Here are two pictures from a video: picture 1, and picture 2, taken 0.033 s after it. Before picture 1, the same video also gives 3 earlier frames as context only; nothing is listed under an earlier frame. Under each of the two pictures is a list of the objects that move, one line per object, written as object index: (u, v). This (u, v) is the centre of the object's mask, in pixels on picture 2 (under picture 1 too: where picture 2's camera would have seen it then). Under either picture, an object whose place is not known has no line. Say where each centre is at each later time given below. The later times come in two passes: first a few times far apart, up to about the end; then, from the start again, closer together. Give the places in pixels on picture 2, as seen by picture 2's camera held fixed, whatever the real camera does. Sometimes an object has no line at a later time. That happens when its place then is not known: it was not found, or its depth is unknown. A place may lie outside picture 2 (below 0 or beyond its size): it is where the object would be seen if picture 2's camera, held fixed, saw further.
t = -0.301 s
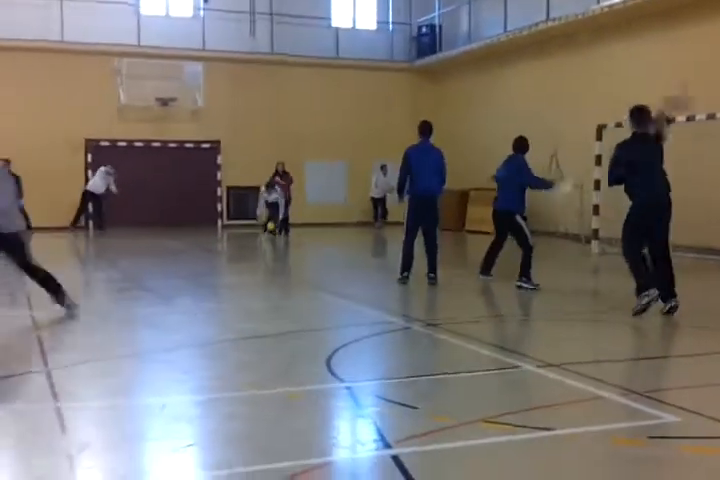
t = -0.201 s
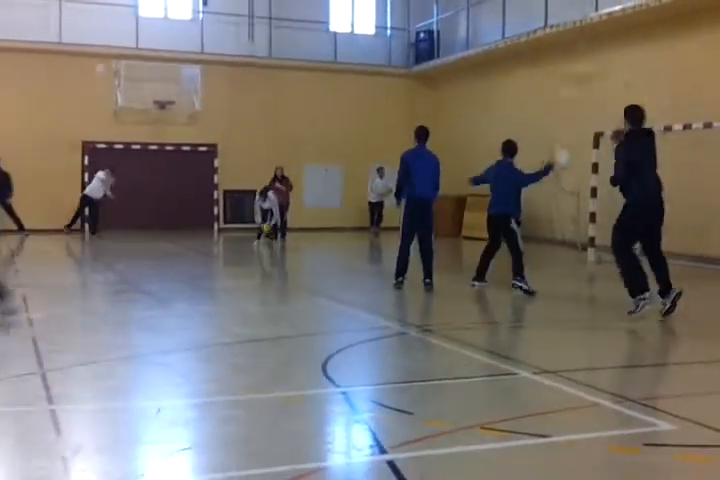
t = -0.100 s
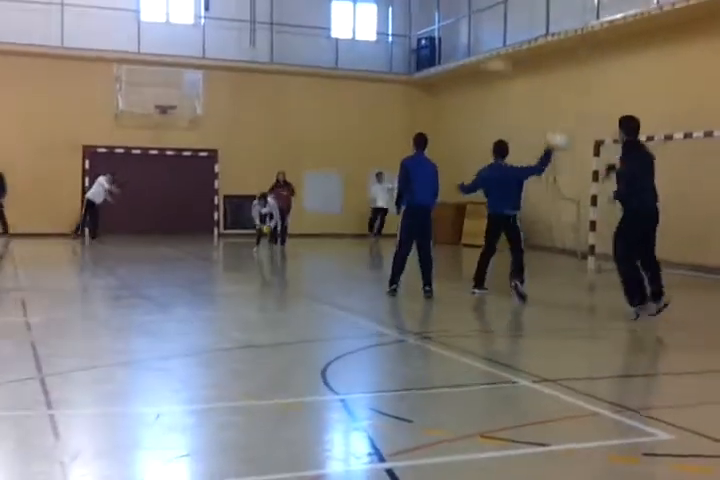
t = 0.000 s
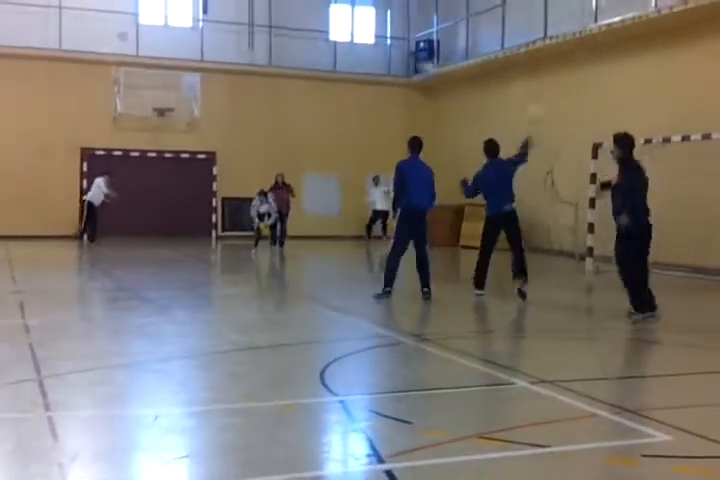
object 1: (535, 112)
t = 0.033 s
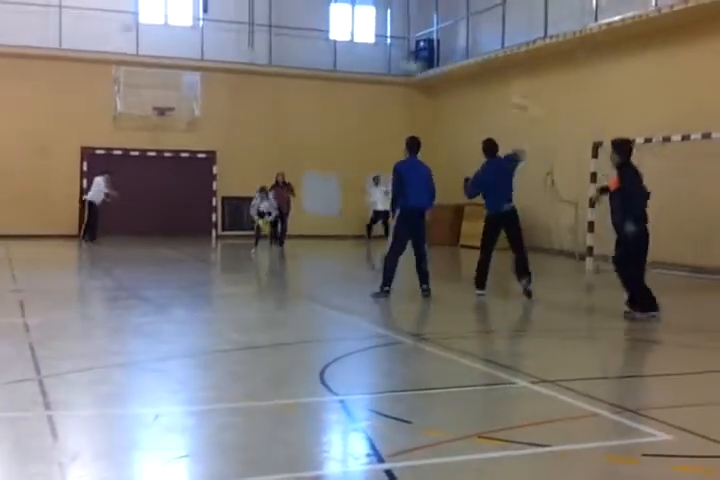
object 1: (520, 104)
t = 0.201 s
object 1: (480, 76)
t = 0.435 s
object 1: (445, 76)
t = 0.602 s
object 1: (433, 93)
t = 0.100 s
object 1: (501, 87)
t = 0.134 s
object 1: (494, 82)
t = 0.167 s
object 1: (485, 78)
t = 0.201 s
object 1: (480, 76)
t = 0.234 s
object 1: (474, 74)
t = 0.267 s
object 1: (467, 71)
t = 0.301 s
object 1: (464, 72)
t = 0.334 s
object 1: (459, 73)
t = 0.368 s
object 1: (455, 74)
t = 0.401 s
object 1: (451, 75)
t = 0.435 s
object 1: (445, 76)
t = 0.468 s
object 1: (445, 78)
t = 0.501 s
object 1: (441, 82)
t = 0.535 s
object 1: (439, 85)
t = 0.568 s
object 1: (436, 90)
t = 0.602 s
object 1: (433, 93)
